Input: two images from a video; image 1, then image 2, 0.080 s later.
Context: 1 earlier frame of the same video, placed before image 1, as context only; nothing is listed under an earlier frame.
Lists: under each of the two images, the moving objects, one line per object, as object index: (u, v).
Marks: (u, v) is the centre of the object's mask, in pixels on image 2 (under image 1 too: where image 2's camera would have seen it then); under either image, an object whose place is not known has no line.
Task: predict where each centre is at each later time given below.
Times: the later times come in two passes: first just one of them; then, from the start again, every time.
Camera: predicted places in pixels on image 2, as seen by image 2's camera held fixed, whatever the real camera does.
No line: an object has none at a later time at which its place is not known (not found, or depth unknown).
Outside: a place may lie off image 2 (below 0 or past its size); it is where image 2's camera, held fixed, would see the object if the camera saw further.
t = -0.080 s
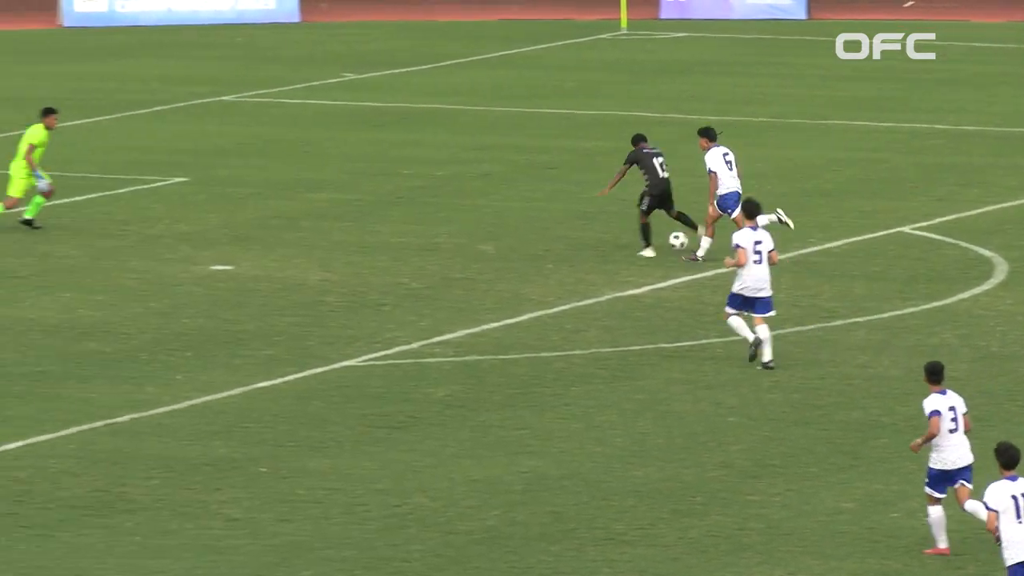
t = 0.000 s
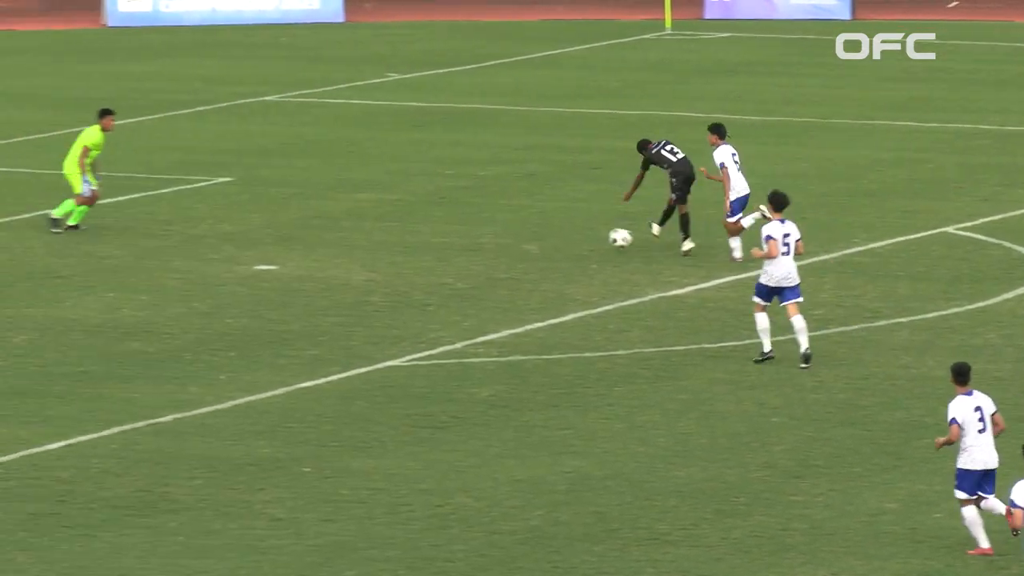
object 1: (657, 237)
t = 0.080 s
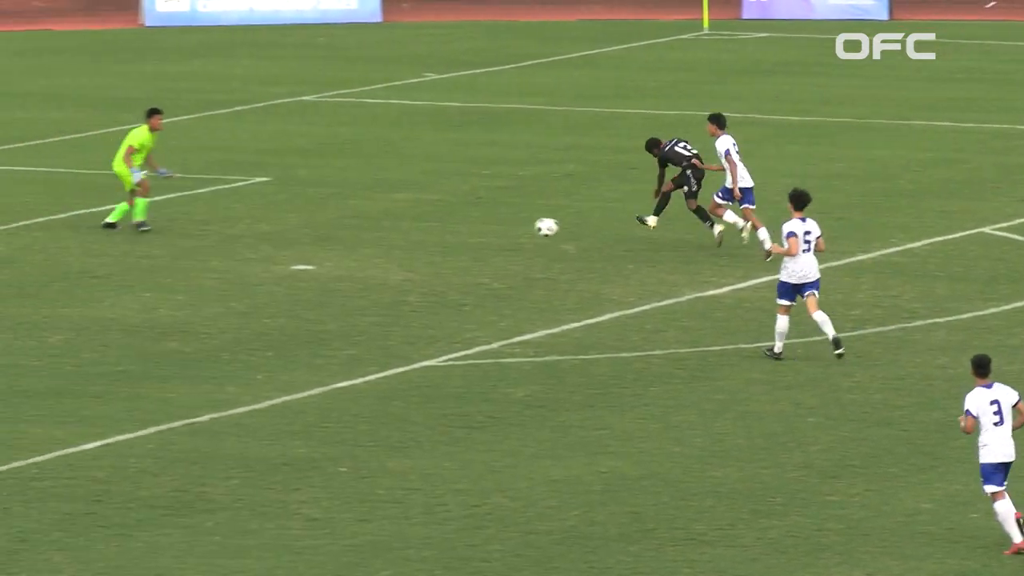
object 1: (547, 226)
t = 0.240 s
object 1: (334, 227)
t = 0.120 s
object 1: (492, 224)
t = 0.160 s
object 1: (439, 222)
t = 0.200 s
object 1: (386, 224)
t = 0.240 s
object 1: (334, 227)
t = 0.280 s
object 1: (283, 231)
